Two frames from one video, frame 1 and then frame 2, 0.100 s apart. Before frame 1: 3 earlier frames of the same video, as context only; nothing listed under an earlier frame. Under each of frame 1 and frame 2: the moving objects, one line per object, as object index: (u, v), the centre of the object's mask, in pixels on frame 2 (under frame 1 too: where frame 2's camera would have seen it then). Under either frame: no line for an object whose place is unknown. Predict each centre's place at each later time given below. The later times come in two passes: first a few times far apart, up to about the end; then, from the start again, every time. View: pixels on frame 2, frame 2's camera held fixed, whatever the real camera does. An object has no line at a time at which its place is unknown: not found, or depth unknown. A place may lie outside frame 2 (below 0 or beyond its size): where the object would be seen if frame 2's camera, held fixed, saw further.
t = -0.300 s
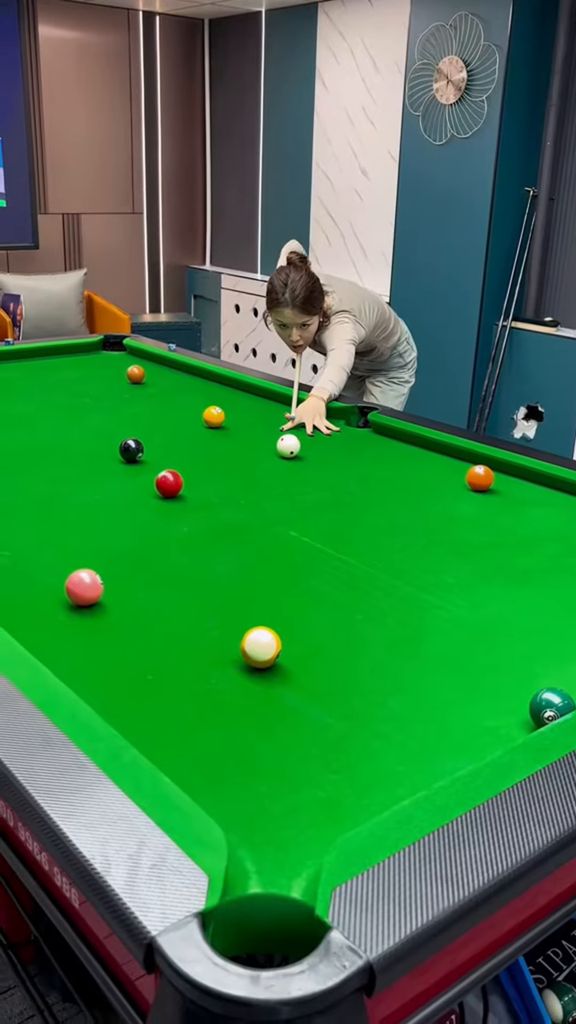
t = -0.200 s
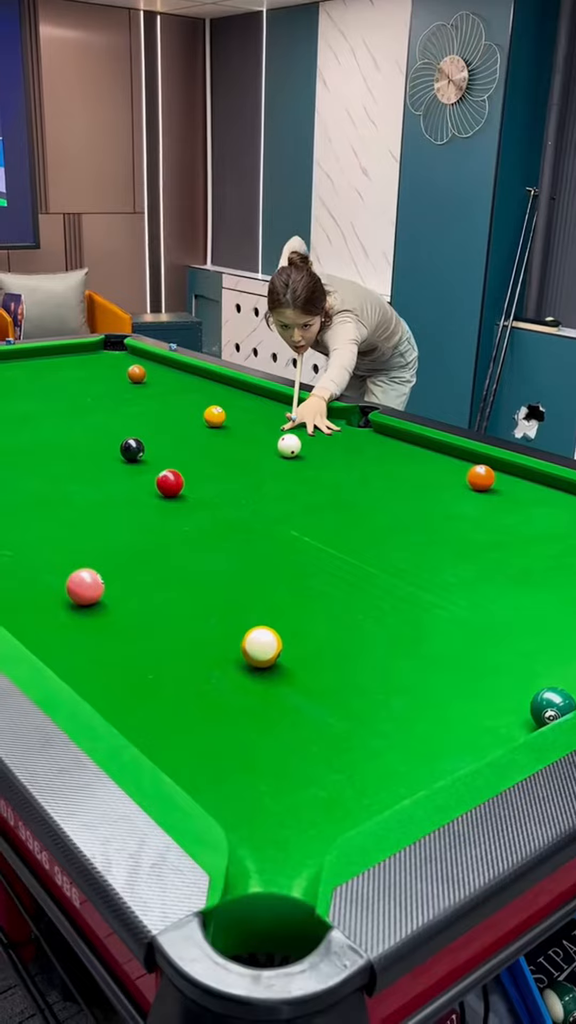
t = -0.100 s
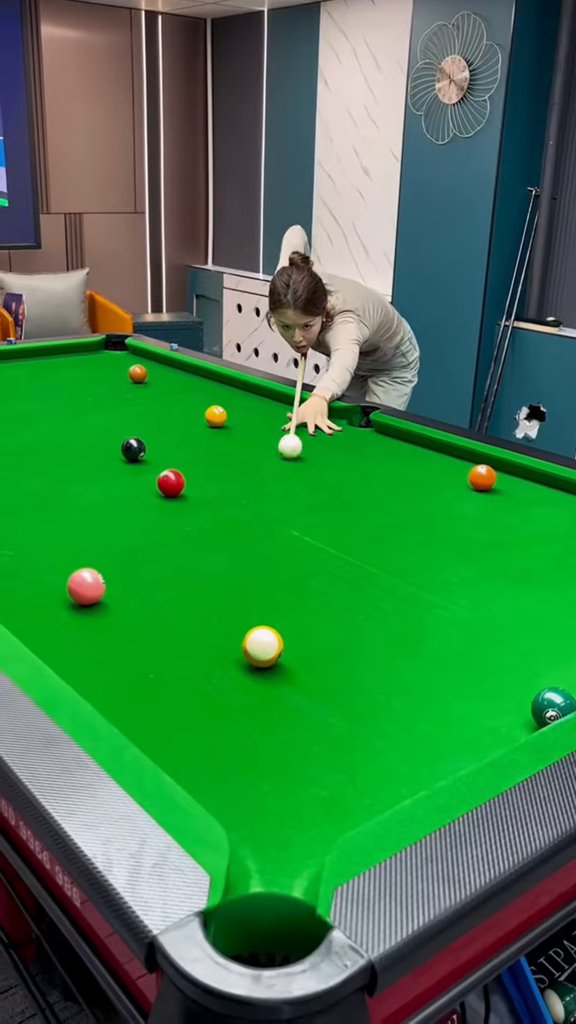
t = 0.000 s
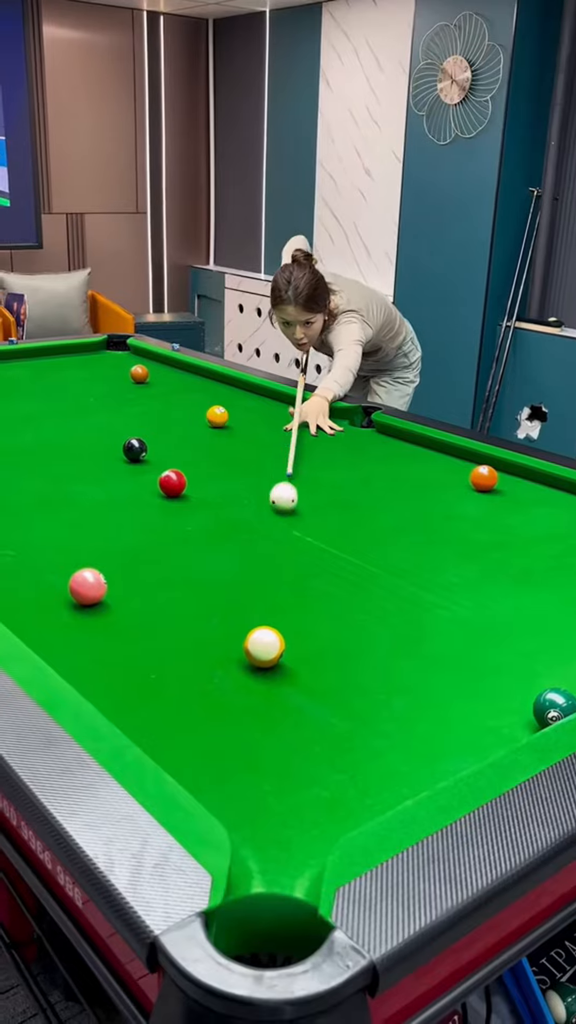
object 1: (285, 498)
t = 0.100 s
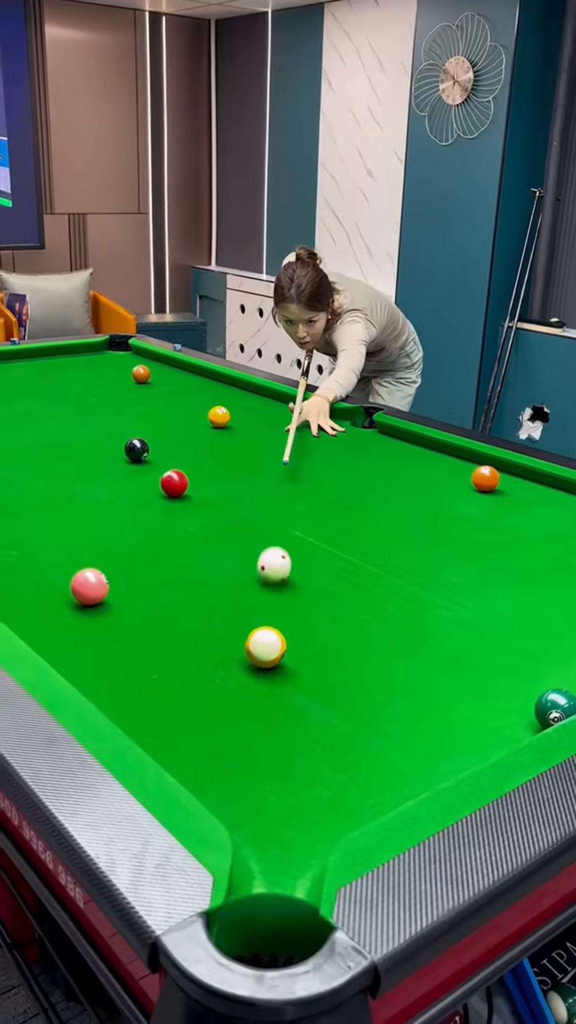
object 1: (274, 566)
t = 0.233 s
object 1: (248, 629)
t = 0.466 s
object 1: (208, 610)
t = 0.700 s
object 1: (180, 587)
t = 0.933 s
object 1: (155, 567)
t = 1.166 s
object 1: (134, 550)
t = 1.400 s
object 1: (116, 535)
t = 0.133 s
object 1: (269, 593)
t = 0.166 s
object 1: (264, 618)
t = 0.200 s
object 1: (256, 629)
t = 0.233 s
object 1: (248, 629)
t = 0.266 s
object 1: (240, 628)
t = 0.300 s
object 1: (233, 626)
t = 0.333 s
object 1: (227, 624)
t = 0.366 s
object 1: (222, 621)
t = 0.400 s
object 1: (217, 617)
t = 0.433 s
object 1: (213, 613)
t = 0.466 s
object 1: (208, 610)
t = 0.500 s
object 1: (204, 606)
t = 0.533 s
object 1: (200, 603)
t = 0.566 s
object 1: (195, 599)
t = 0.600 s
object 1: (191, 596)
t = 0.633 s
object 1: (187, 593)
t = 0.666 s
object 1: (183, 590)
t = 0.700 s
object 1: (180, 587)
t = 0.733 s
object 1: (176, 584)
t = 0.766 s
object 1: (172, 581)
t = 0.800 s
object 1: (169, 578)
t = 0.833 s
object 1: (165, 575)
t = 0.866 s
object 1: (162, 572)
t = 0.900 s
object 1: (159, 570)
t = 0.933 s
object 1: (155, 567)
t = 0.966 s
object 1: (152, 564)
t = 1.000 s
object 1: (149, 562)
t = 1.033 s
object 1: (146, 559)
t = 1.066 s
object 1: (143, 557)
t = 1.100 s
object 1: (140, 555)
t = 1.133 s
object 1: (137, 552)
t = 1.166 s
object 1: (134, 550)
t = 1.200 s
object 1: (132, 547)
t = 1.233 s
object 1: (129, 545)
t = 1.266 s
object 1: (126, 543)
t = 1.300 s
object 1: (124, 541)
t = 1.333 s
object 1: (121, 539)
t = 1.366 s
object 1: (119, 537)
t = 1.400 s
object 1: (116, 535)
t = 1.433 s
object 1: (113, 533)
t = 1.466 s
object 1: (111, 531)
